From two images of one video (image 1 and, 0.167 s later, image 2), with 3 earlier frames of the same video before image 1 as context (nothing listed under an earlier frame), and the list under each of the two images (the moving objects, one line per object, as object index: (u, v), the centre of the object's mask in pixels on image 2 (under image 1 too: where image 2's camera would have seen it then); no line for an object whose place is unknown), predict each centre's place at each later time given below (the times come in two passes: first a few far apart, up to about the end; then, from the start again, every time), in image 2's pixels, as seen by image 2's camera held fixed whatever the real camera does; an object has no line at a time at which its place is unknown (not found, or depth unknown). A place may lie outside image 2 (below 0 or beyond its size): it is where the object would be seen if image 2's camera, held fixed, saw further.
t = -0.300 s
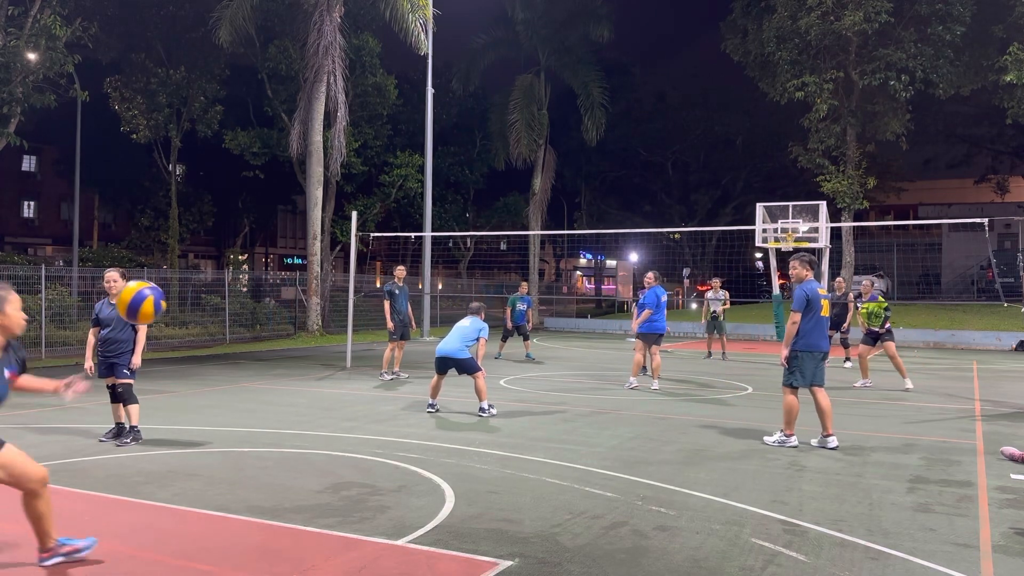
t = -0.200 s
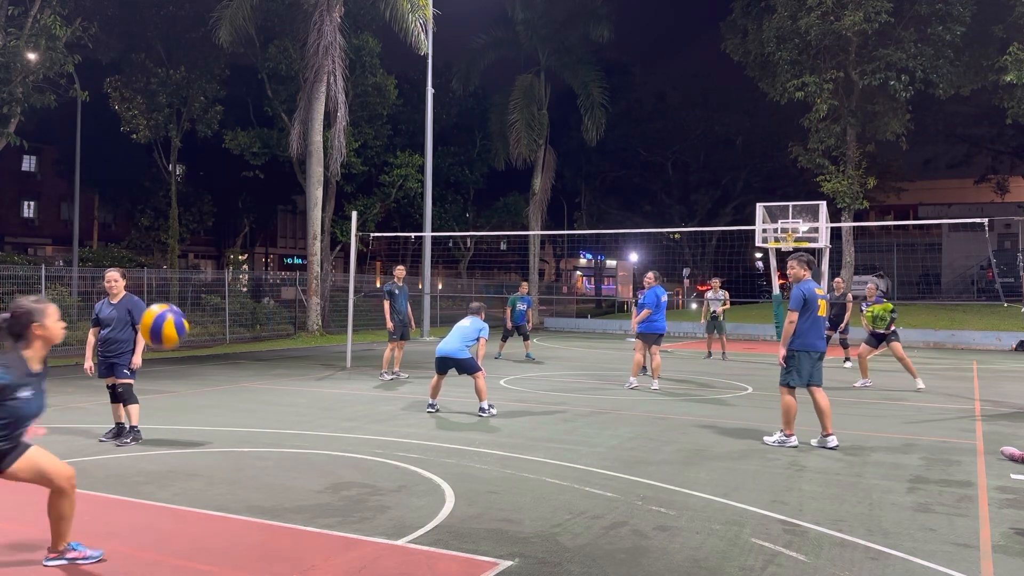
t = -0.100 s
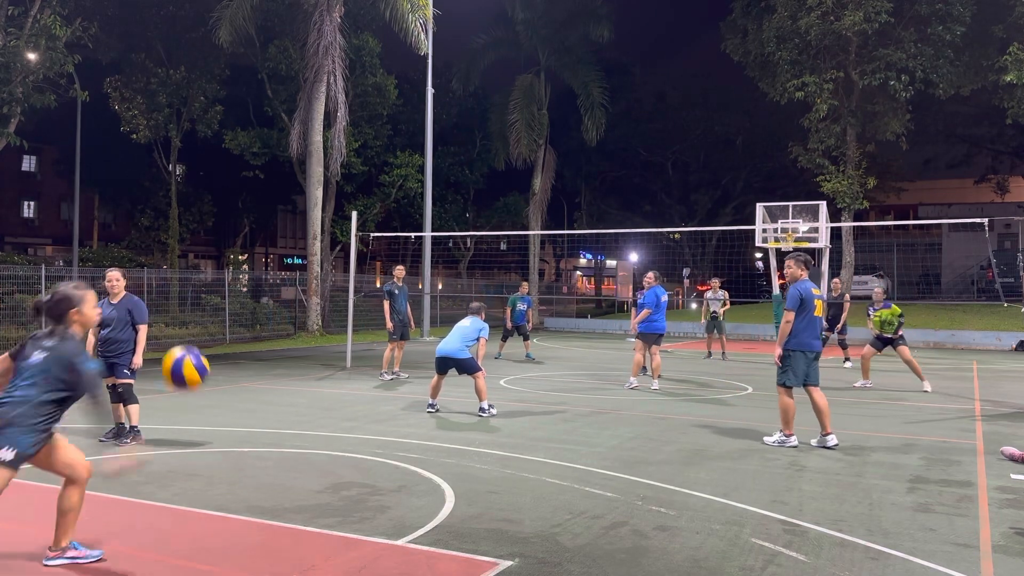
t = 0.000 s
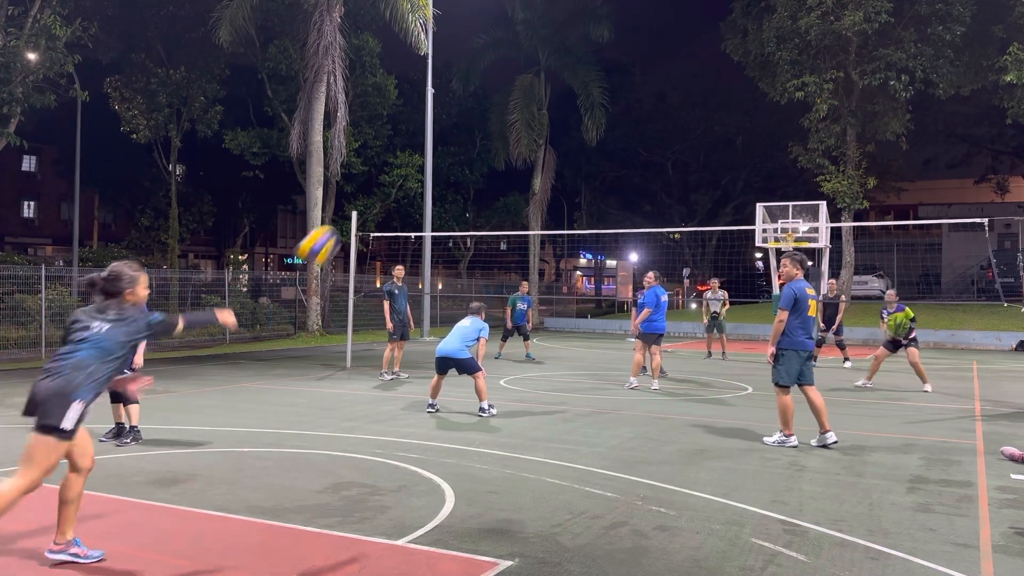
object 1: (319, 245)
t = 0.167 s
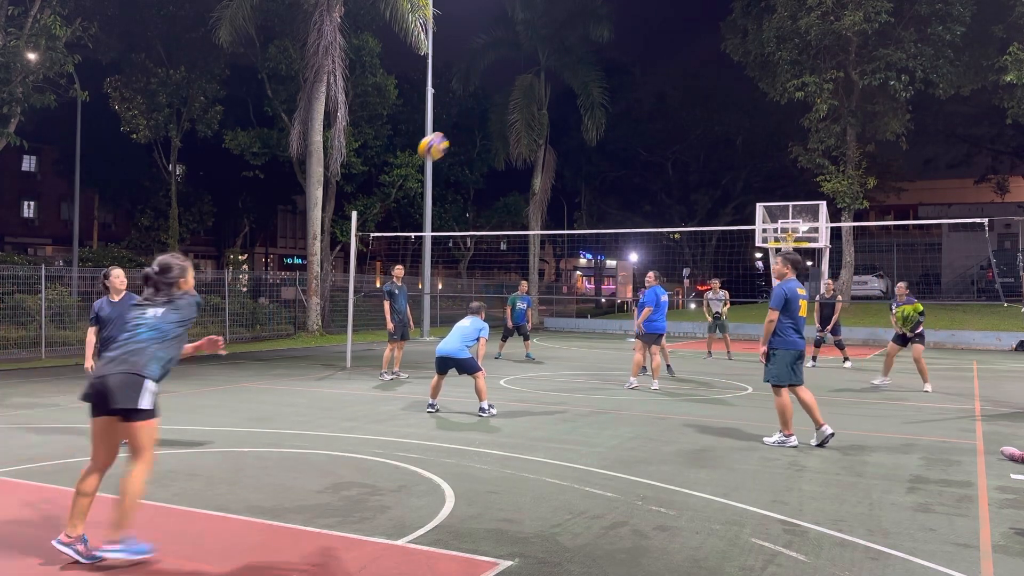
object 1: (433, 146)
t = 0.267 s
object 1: (476, 122)
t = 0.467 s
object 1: (535, 112)
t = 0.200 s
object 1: (449, 136)
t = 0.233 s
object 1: (463, 128)
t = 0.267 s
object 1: (476, 122)
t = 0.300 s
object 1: (487, 117)
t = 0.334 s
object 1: (498, 113)
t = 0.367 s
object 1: (508, 111)
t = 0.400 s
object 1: (517, 110)
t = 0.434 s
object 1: (527, 111)
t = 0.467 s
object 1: (535, 112)
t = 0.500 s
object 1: (542, 115)
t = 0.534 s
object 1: (550, 117)
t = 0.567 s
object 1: (557, 121)
